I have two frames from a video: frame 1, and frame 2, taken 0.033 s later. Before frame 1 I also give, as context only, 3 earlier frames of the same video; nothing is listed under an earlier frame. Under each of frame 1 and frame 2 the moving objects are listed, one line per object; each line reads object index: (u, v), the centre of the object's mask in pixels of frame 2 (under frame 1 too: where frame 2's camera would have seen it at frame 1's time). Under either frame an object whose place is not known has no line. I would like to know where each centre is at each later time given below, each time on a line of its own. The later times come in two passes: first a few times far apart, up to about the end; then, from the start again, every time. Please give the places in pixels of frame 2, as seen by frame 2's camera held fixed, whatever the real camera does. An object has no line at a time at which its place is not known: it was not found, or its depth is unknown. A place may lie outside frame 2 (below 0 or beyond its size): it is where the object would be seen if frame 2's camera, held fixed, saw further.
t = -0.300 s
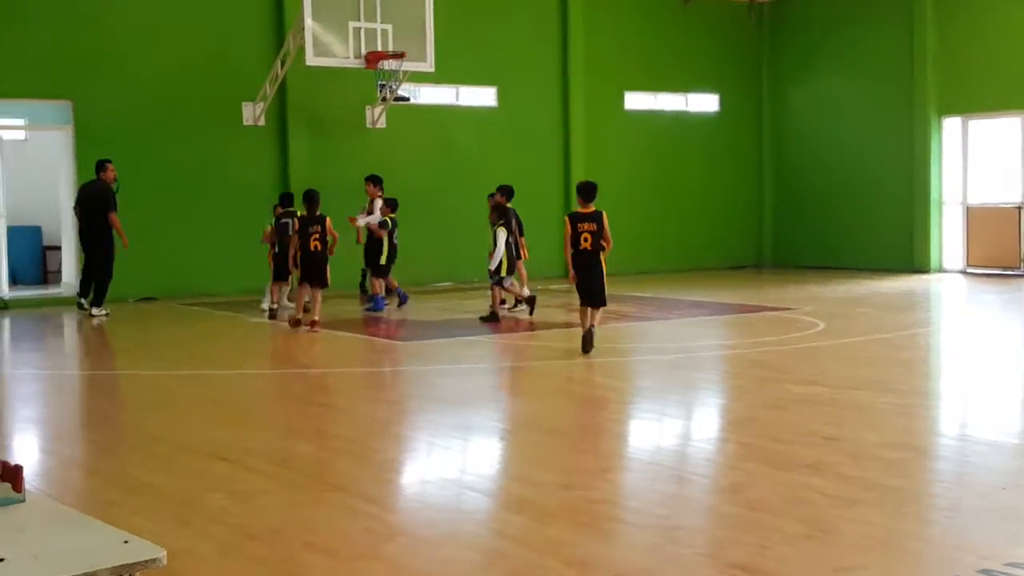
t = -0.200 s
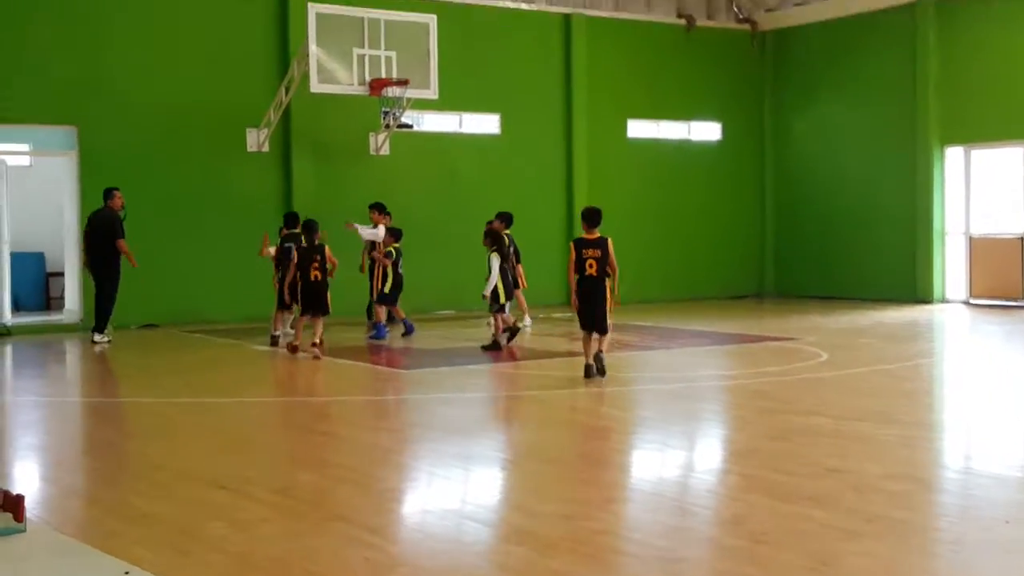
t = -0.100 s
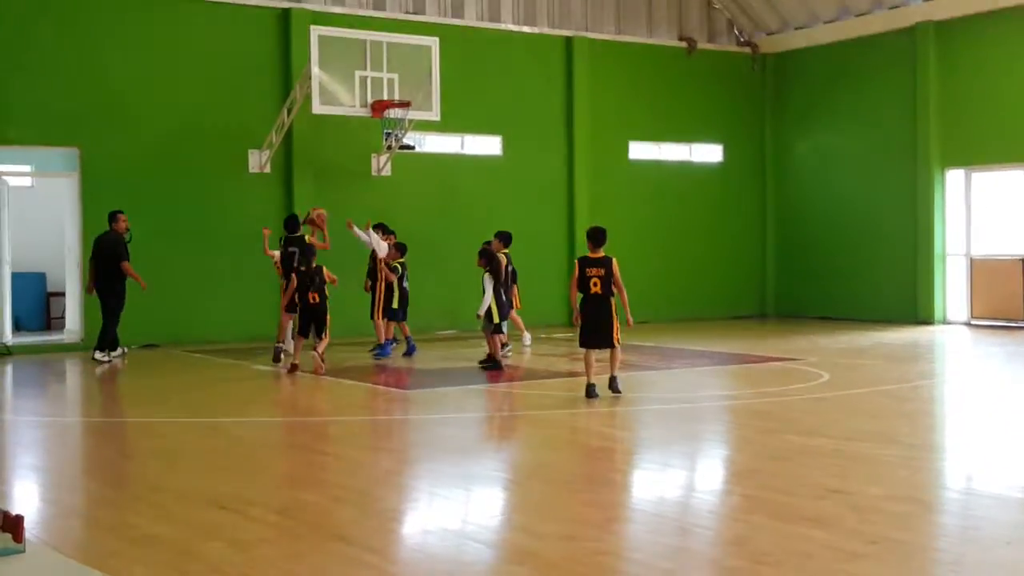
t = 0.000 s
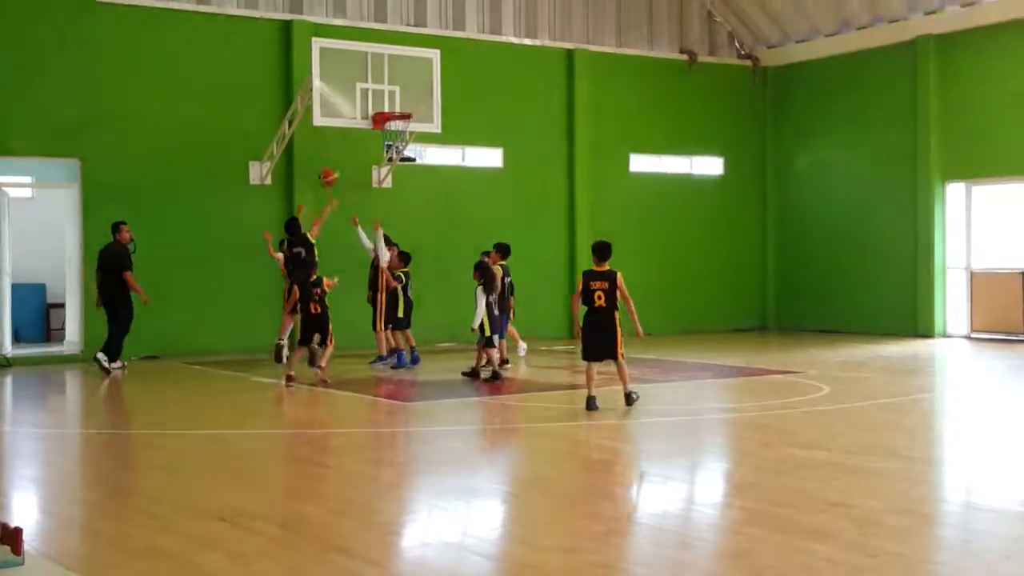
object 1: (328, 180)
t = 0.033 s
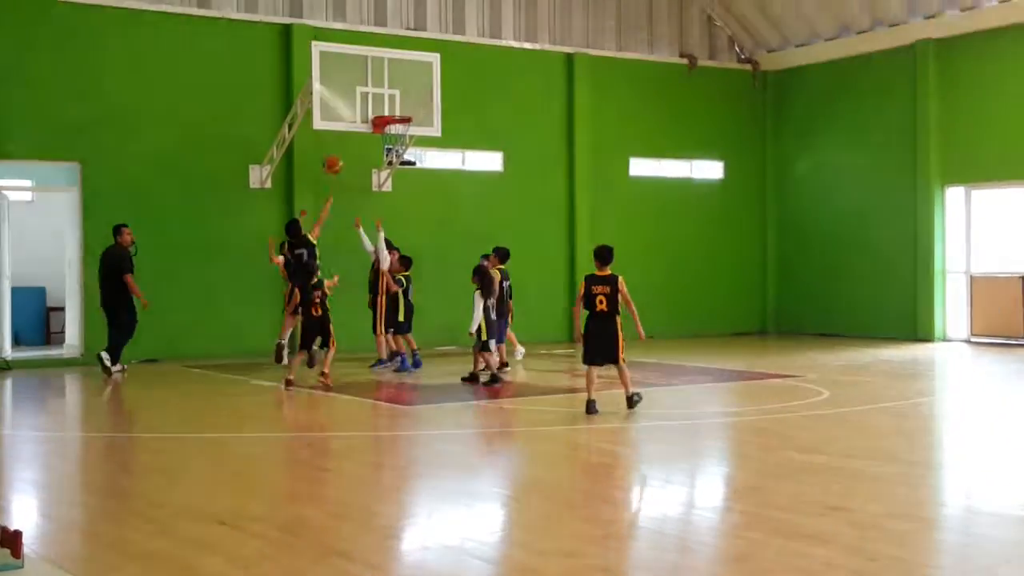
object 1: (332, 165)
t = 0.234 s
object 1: (356, 94)
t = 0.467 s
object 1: (383, 58)
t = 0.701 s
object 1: (407, 69)
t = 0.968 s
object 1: (437, 126)
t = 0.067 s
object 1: (337, 150)
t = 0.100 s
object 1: (340, 136)
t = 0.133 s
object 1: (344, 124)
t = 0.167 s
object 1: (349, 112)
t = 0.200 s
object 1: (352, 102)
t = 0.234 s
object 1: (356, 94)
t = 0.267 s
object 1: (360, 86)
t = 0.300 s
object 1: (364, 79)
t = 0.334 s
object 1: (367, 73)
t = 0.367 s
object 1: (370, 68)
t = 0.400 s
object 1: (375, 63)
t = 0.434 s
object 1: (379, 60)
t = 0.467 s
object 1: (383, 58)
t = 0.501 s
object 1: (386, 56)
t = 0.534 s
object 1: (390, 56)
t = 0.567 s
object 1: (394, 57)
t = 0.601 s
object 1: (397, 59)
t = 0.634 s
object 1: (400, 61)
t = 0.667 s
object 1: (403, 64)
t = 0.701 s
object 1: (407, 69)
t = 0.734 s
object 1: (410, 74)
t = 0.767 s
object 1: (414, 80)
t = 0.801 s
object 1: (418, 85)
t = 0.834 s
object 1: (421, 93)
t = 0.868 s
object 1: (424, 101)
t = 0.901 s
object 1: (428, 110)
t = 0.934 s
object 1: (431, 119)
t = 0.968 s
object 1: (437, 126)
